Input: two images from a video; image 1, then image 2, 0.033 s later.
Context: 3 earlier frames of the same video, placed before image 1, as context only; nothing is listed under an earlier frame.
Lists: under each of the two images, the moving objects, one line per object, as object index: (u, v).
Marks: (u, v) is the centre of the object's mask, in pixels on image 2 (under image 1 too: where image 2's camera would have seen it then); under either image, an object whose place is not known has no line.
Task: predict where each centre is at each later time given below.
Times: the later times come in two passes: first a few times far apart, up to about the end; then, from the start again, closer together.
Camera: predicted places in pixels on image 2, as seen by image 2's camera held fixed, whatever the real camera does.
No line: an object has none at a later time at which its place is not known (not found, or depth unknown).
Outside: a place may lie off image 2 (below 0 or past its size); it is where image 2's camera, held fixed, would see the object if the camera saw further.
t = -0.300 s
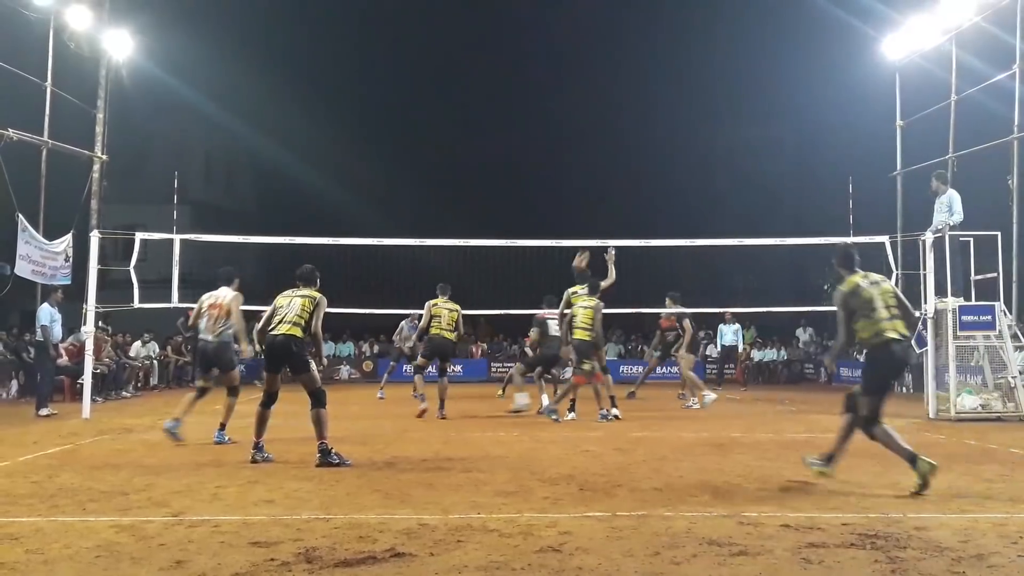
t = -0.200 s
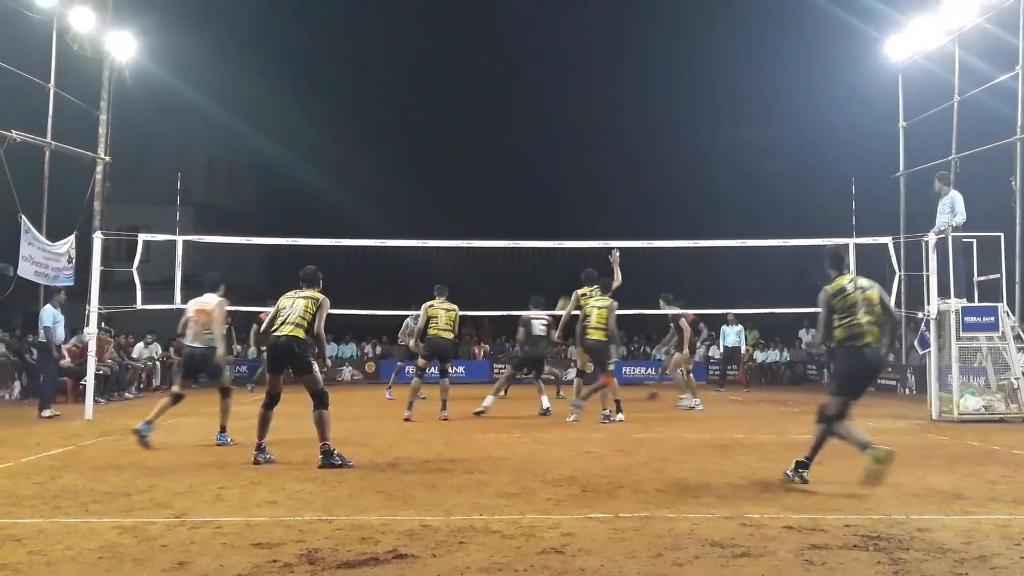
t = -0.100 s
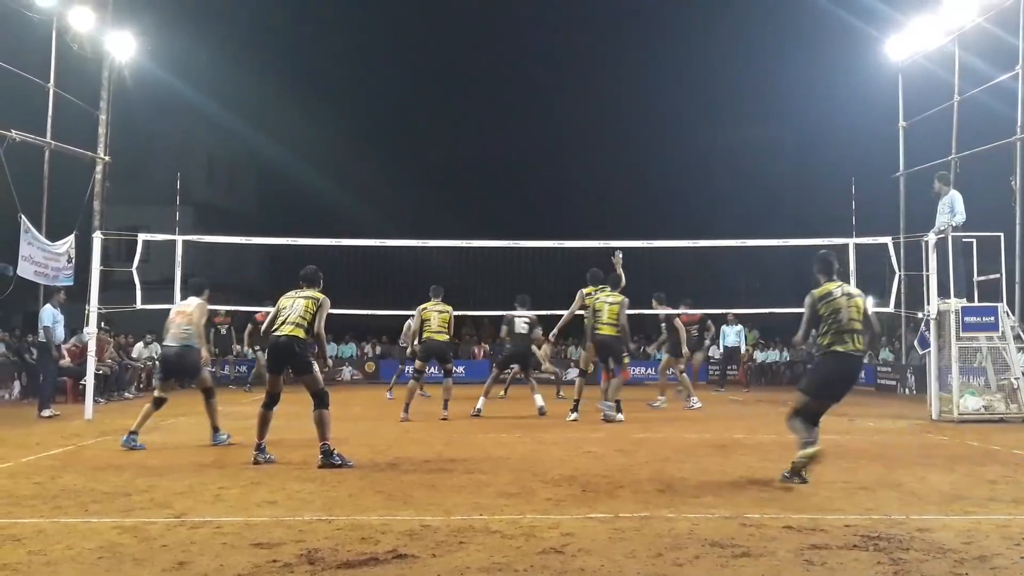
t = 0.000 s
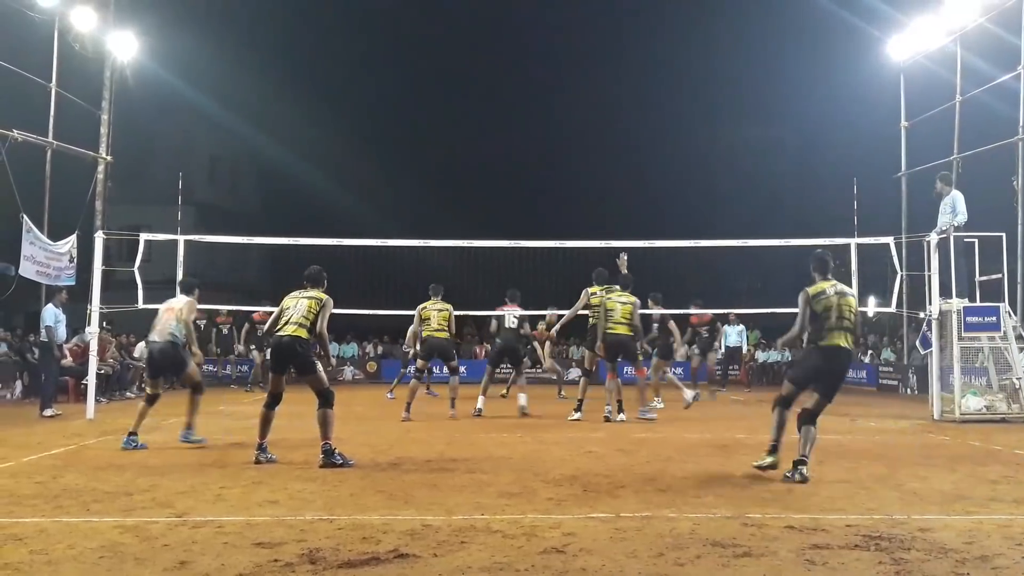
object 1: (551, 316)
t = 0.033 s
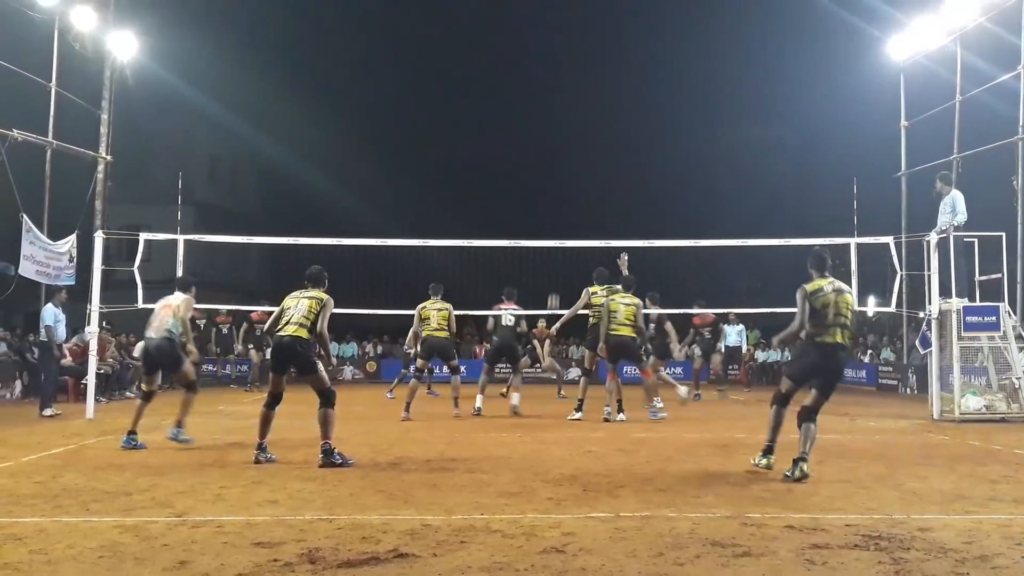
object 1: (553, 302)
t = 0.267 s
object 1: (567, 222)
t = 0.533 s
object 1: (585, 160)
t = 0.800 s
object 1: (603, 135)
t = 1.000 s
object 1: (617, 145)
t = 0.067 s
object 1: (555, 290)
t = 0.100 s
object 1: (557, 278)
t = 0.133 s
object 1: (559, 265)
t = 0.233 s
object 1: (565, 232)
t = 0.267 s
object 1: (567, 222)
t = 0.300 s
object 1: (569, 213)
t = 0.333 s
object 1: (572, 204)
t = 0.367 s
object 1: (574, 195)
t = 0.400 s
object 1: (576, 187)
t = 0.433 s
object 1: (578, 180)
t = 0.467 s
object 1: (580, 173)
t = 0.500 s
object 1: (582, 166)
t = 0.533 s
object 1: (585, 160)
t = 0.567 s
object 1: (587, 155)
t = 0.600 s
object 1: (589, 150)
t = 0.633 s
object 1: (591, 146)
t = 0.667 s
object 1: (594, 143)
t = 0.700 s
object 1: (596, 140)
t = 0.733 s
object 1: (598, 138)
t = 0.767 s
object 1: (601, 136)
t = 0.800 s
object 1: (603, 135)
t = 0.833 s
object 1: (606, 135)
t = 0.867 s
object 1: (608, 135)
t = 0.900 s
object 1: (610, 136)
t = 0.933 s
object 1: (612, 138)
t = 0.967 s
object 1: (615, 141)
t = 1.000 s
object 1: (617, 145)
